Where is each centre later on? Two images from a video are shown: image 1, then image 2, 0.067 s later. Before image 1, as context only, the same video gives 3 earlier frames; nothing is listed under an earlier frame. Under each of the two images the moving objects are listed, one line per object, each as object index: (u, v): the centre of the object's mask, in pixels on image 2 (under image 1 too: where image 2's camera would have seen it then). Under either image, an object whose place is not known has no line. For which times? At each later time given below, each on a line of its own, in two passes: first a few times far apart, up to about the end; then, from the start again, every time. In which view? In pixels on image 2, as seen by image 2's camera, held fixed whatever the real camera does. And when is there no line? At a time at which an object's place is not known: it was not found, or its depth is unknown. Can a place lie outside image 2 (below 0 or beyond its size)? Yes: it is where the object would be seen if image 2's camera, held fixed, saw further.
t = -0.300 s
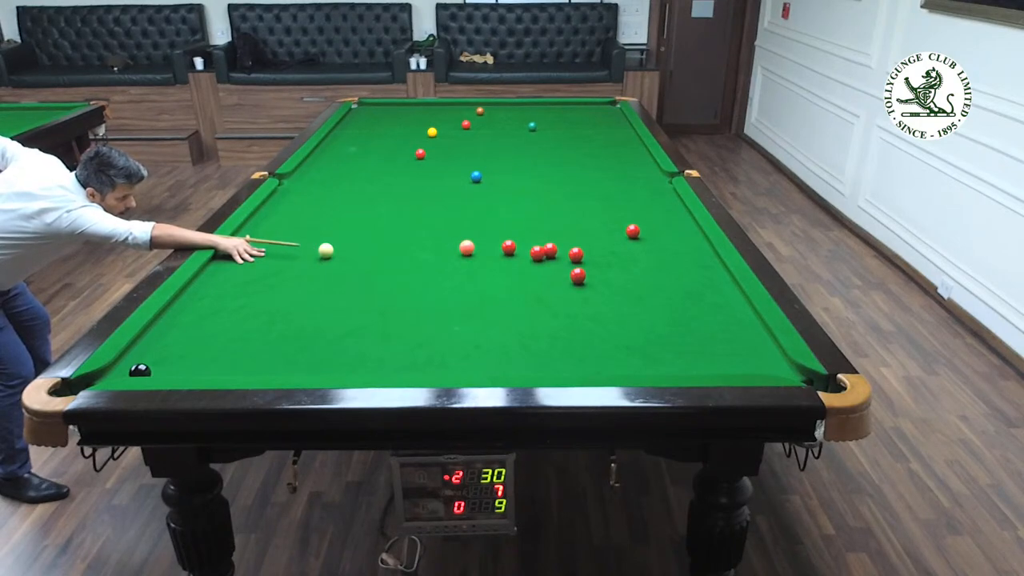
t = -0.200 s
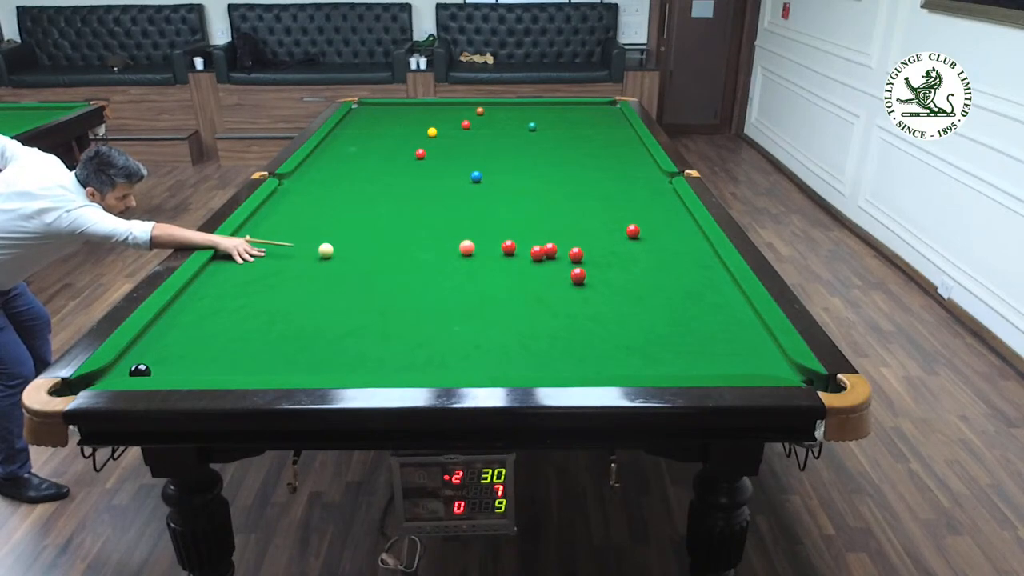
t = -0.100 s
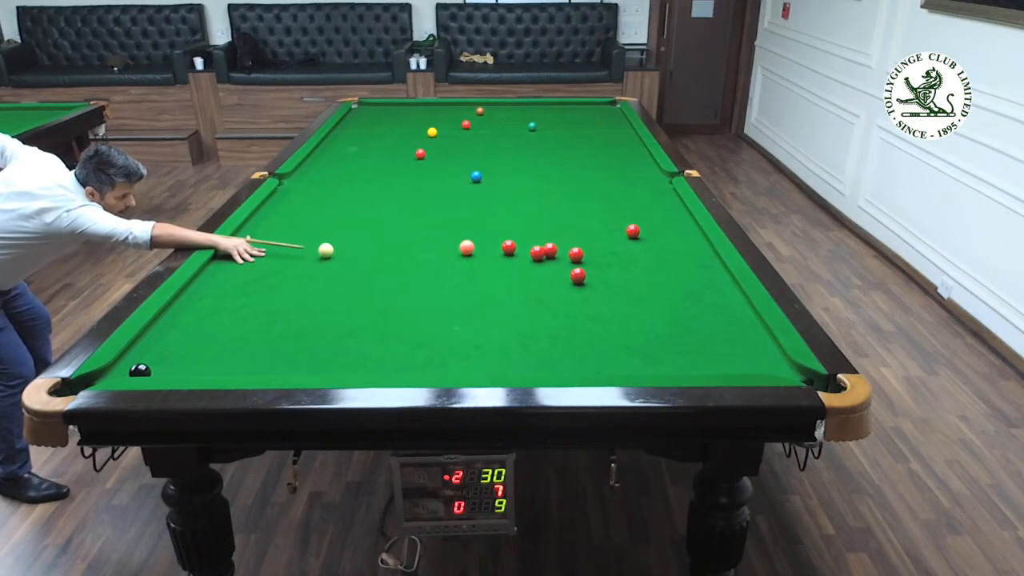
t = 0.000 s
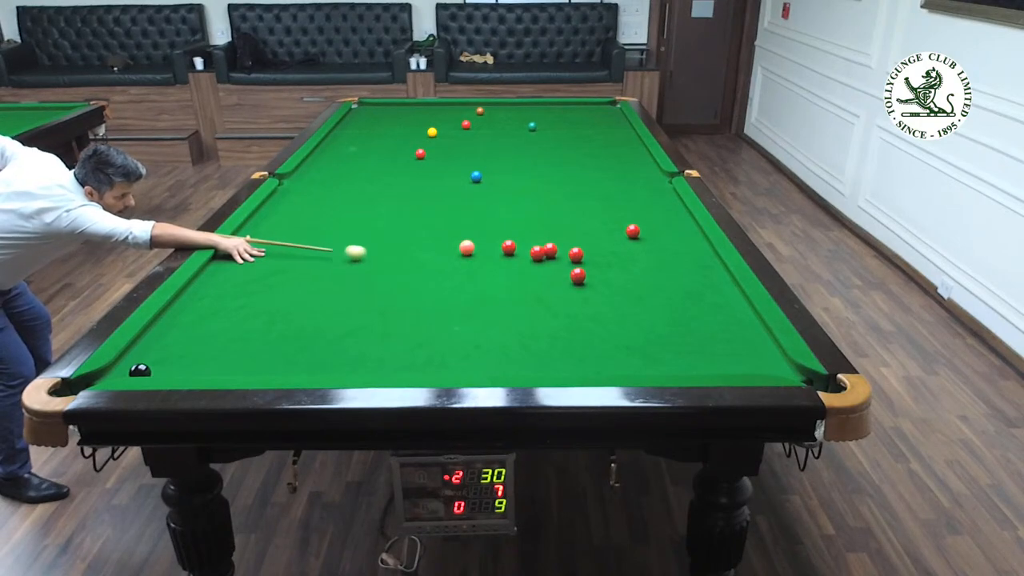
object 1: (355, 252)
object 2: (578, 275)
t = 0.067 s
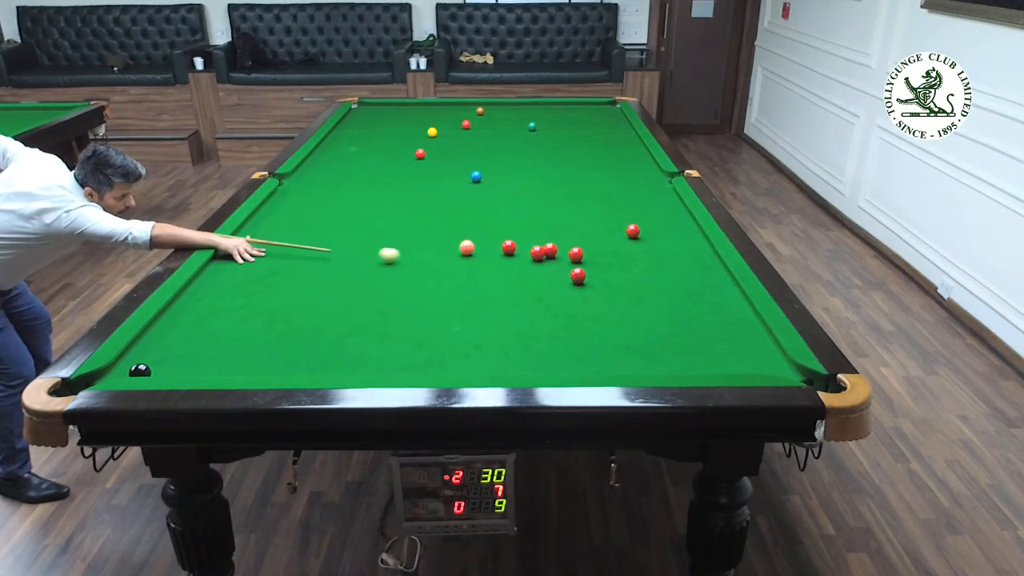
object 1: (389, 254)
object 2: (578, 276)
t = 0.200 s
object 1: (449, 259)
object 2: (578, 275)
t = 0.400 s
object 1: (536, 266)
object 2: (578, 275)
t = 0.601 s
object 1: (605, 263)
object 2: (598, 286)
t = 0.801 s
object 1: (664, 256)
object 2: (625, 301)
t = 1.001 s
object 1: (703, 250)
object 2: (653, 316)
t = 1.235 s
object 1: (653, 246)
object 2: (687, 335)
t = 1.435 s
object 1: (615, 241)
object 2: (718, 352)
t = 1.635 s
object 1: (579, 237)
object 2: (751, 367)
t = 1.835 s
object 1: (546, 233)
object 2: (768, 364)
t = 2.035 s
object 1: (514, 230)
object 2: (775, 356)
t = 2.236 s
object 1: (484, 226)
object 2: (759, 349)
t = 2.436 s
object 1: (456, 223)
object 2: (745, 343)
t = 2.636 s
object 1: (429, 219)
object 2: (732, 337)
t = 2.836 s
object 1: (404, 217)
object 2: (721, 333)
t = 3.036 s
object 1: (380, 214)
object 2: (712, 329)
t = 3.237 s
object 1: (358, 211)
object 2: (704, 325)
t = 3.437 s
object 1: (336, 208)
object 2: (698, 323)
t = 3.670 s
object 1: (314, 205)
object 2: (691, 320)
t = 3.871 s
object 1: (295, 203)
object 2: (688, 318)
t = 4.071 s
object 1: (278, 201)
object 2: (685, 317)
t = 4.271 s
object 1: (276, 199)
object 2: (683, 316)
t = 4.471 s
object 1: (289, 197)
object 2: (683, 316)
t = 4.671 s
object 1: (300, 196)
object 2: (683, 316)
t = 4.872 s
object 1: (311, 195)
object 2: (683, 316)
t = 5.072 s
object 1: (320, 194)
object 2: (683, 316)
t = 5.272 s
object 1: (328, 193)
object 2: (683, 316)
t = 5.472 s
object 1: (335, 192)
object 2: (683, 316)
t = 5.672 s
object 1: (342, 191)
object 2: (683, 316)
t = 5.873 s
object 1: (347, 190)
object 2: (683, 316)
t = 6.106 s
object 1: (353, 189)
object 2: (683, 316)
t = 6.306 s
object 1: (356, 188)
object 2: (684, 315)
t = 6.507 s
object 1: (359, 188)
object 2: (684, 315)
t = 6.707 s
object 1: (361, 187)
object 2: (683, 316)
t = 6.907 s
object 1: (362, 187)
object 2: (683, 316)
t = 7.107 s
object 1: (362, 187)
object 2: (683, 316)
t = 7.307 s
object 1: (362, 187)
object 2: (683, 316)
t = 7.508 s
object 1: (362, 187)
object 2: (684, 316)
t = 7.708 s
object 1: (362, 187)
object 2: (683, 316)
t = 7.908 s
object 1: (362, 187)
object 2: (683, 316)
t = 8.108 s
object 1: (362, 187)
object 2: (683, 316)
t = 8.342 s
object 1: (362, 187)
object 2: (683, 316)
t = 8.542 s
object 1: (362, 187)
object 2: (683, 316)
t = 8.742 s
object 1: (362, 187)
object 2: (683, 316)
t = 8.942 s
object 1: (362, 187)
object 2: (683, 316)
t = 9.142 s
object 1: (362, 187)
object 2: (683, 315)
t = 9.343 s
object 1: (362, 187)
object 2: (683, 315)
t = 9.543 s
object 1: (362, 187)
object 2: (683, 315)
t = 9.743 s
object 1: (362, 187)
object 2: (683, 315)
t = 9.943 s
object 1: (362, 187)
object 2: (683, 315)
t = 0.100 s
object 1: (405, 256)
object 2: (578, 276)
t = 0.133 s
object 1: (420, 257)
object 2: (578, 276)
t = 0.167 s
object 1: (435, 258)
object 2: (578, 275)
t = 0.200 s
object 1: (449, 259)
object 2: (578, 275)
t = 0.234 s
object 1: (463, 261)
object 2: (578, 275)
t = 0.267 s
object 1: (478, 262)
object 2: (578, 275)
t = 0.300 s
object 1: (492, 263)
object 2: (578, 275)
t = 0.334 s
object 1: (507, 264)
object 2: (578, 275)
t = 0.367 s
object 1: (521, 265)
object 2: (578, 275)
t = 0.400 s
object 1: (536, 266)
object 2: (578, 275)
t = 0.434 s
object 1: (551, 268)
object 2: (578, 275)
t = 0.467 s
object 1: (565, 268)
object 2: (578, 276)
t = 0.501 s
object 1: (575, 267)
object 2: (582, 278)
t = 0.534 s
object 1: (586, 265)
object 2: (588, 281)
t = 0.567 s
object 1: (595, 265)
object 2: (593, 284)
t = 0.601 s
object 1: (605, 263)
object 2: (598, 286)
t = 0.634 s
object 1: (615, 262)
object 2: (602, 289)
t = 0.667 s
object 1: (625, 261)
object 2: (607, 292)
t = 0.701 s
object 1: (635, 260)
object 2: (611, 294)
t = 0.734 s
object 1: (644, 259)
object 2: (615, 296)
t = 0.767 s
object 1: (654, 258)
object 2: (620, 299)
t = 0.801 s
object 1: (664, 256)
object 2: (625, 301)
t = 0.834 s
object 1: (673, 255)
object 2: (629, 304)
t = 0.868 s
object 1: (682, 254)
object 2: (634, 306)
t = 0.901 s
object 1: (691, 253)
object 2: (639, 309)
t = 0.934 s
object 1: (700, 252)
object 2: (643, 311)
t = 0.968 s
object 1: (709, 251)
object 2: (648, 314)
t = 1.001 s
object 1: (703, 250)
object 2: (653, 316)
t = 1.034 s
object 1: (694, 250)
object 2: (658, 319)
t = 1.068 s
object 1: (687, 249)
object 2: (663, 322)
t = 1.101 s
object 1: (680, 248)
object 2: (668, 325)
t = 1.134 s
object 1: (673, 248)
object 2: (673, 327)
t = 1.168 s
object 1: (666, 247)
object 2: (677, 330)
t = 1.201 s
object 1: (660, 246)
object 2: (682, 332)
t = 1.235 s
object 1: (653, 246)
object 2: (687, 335)
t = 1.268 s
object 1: (647, 245)
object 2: (692, 338)
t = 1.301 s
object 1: (640, 244)
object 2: (697, 341)
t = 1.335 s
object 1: (634, 243)
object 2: (703, 343)
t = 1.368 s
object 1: (627, 243)
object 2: (708, 346)
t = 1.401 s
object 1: (621, 242)
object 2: (713, 349)
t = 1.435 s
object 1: (615, 241)
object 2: (718, 352)
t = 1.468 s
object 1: (609, 241)
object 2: (723, 355)
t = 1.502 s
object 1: (603, 240)
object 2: (729, 358)
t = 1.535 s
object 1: (597, 239)
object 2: (735, 360)
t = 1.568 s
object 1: (591, 238)
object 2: (740, 363)
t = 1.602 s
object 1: (585, 238)
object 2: (745, 365)
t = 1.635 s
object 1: (579, 237)
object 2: (751, 367)
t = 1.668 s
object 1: (573, 236)
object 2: (757, 368)
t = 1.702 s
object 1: (568, 236)
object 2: (759, 368)
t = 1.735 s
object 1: (562, 235)
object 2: (761, 367)
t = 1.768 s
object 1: (557, 234)
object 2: (764, 366)
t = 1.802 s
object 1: (551, 234)
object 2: (766, 365)
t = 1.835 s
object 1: (546, 233)
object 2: (768, 364)
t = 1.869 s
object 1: (540, 232)
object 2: (771, 363)
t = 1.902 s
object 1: (535, 232)
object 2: (773, 362)
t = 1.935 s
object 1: (530, 232)
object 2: (775, 360)
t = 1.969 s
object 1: (524, 231)
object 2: (777, 359)
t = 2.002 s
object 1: (519, 230)
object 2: (778, 357)
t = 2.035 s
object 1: (514, 230)
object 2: (775, 356)
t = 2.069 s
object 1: (509, 229)
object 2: (772, 355)
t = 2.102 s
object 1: (504, 228)
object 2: (770, 353)
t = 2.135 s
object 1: (499, 228)
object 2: (767, 352)
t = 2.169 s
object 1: (494, 227)
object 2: (764, 351)
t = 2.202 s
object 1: (489, 227)
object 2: (762, 350)
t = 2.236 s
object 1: (484, 226)
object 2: (759, 349)
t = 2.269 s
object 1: (479, 225)
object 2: (757, 348)
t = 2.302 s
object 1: (474, 225)
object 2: (754, 347)
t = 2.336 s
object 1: (469, 224)
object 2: (752, 346)
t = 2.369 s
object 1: (465, 224)
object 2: (750, 345)
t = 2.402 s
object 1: (460, 223)
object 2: (747, 344)
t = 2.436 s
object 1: (456, 223)
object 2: (745, 343)
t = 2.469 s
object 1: (451, 222)
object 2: (743, 342)
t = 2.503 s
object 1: (446, 222)
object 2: (741, 341)
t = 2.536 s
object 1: (442, 221)
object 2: (739, 340)
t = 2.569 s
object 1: (438, 220)
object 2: (736, 339)
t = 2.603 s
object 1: (433, 220)
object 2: (735, 338)
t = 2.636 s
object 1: (429, 219)
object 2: (732, 337)
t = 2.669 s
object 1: (425, 219)
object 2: (731, 337)
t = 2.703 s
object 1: (420, 218)
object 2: (729, 336)
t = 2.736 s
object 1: (416, 218)
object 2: (727, 335)
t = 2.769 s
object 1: (412, 217)
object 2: (725, 334)
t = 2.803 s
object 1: (408, 217)
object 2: (723, 333)
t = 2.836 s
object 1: (404, 217)
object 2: (721, 333)
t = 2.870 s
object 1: (400, 216)
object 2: (720, 332)
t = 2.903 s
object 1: (396, 216)
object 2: (718, 331)
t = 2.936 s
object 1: (392, 215)
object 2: (716, 331)
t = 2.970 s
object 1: (388, 215)
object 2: (715, 330)
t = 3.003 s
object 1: (384, 214)
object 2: (713, 329)
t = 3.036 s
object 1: (380, 214)
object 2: (712, 329)
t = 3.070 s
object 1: (376, 213)
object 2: (710, 328)
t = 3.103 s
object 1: (372, 213)
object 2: (709, 328)
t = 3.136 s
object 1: (368, 212)
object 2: (708, 327)
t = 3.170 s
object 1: (365, 212)
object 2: (706, 326)
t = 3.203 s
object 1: (361, 211)
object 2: (705, 326)
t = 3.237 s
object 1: (358, 211)
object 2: (704, 325)
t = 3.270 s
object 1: (354, 210)
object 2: (703, 325)
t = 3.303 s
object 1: (350, 210)
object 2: (702, 324)
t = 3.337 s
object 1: (347, 210)
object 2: (701, 324)
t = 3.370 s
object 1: (343, 209)
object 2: (700, 323)
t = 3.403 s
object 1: (340, 209)
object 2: (699, 323)
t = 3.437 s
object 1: (336, 208)
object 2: (698, 323)
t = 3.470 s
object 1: (333, 208)
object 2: (697, 322)
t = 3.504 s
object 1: (330, 207)
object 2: (696, 322)
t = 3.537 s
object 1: (327, 207)
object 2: (695, 321)
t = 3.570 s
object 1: (324, 206)
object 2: (694, 321)
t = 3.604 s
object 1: (320, 206)
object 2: (693, 320)
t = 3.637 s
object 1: (317, 206)
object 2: (692, 320)
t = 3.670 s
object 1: (314, 205)
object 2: (691, 320)
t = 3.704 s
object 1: (311, 205)
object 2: (691, 319)
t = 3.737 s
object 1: (308, 205)
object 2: (690, 319)
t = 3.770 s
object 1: (305, 204)
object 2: (689, 319)
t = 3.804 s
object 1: (301, 204)
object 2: (689, 318)
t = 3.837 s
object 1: (299, 204)
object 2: (688, 318)
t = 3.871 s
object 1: (295, 203)
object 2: (688, 318)
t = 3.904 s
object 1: (292, 203)
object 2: (687, 317)
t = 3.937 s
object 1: (289, 202)
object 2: (687, 317)
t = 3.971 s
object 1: (287, 202)
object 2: (686, 317)
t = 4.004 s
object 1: (284, 201)
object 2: (686, 317)
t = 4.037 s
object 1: (281, 201)
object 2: (685, 317)
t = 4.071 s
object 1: (278, 201)
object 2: (685, 317)
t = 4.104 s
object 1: (275, 200)
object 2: (685, 316)
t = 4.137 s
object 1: (273, 200)
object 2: (684, 316)
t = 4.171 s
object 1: (270, 200)
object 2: (684, 316)
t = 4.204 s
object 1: (271, 199)
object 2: (684, 316)
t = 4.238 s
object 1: (274, 199)
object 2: (683, 316)
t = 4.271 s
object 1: (276, 199)
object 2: (683, 316)
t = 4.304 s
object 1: (278, 199)
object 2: (683, 316)
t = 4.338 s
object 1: (280, 199)
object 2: (683, 316)
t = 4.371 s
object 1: (282, 198)
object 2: (683, 316)
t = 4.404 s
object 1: (284, 198)
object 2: (683, 316)
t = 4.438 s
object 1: (286, 198)
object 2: (683, 316)
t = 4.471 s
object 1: (289, 197)
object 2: (683, 316)
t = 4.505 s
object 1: (291, 197)
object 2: (683, 316)
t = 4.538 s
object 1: (293, 197)
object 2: (683, 316)
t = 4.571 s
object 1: (294, 197)
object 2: (683, 316)
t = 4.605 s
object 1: (297, 197)
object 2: (683, 316)
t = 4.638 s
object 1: (298, 196)
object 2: (683, 316)
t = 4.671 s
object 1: (300, 196)
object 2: (683, 316)
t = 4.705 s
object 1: (302, 196)
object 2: (683, 316)
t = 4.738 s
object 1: (304, 196)
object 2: (684, 316)
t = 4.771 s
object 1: (305, 196)
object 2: (683, 316)
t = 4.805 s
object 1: (307, 195)
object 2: (683, 316)
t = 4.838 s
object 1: (309, 195)
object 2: (683, 316)
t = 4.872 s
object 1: (311, 195)
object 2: (683, 316)
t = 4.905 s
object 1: (312, 195)
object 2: (683, 316)
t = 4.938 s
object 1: (314, 195)
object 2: (683, 316)
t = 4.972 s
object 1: (315, 194)
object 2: (683, 316)
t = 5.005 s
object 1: (317, 194)
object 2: (683, 316)
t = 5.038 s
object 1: (318, 194)
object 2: (683, 316)
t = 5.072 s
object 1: (320, 194)
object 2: (683, 316)
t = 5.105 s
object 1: (321, 194)
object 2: (683, 316)
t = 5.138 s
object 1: (323, 193)
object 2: (683, 316)
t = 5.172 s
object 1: (324, 193)
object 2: (683, 316)
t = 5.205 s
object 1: (325, 193)
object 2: (683, 316)
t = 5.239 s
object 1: (326, 193)
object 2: (683, 316)
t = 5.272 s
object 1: (328, 193)
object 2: (683, 316)
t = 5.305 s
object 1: (329, 192)
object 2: (683, 316)
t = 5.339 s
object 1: (330, 192)
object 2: (683, 316)
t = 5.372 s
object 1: (332, 192)
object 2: (683, 316)
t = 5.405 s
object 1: (333, 192)
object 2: (683, 316)
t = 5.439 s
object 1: (334, 192)
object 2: (683, 316)
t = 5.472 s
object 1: (335, 192)
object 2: (683, 316)
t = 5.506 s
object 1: (336, 192)
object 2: (683, 316)
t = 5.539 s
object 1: (337, 191)
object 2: (683, 316)
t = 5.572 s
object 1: (339, 191)
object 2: (683, 316)
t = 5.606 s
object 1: (340, 191)
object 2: (683, 316)
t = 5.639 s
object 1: (341, 191)
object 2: (683, 316)
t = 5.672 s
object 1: (342, 191)
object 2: (683, 316)
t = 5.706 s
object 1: (343, 190)
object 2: (683, 316)
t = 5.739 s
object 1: (344, 190)
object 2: (683, 316)
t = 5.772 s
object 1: (345, 190)
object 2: (683, 316)
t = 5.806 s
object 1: (346, 190)
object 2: (683, 316)
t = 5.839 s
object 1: (346, 190)
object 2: (683, 316)
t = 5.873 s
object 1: (347, 190)
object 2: (683, 316)
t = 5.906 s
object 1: (348, 190)
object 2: (683, 316)
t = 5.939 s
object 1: (349, 190)
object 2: (683, 316)
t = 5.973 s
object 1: (350, 189)
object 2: (683, 315)
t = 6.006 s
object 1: (350, 189)
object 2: (683, 316)
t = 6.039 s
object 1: (351, 189)
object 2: (683, 316)
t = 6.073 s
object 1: (352, 189)
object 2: (683, 316)
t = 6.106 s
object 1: (353, 189)
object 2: (683, 316)
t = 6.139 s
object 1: (353, 189)
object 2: (683, 315)
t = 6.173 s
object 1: (354, 189)
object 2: (683, 316)
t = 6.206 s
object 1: (354, 189)
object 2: (683, 316)
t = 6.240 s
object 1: (355, 188)
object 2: (684, 315)
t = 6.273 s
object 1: (356, 188)
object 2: (683, 316)
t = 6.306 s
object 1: (356, 188)
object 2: (684, 315)
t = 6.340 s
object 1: (357, 188)
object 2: (683, 316)
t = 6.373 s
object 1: (357, 188)
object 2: (684, 315)
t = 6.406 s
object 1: (357, 188)
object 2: (683, 316)
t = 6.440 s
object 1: (358, 188)
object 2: (684, 315)
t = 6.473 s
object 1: (358, 188)
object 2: (683, 316)
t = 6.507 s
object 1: (359, 188)
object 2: (684, 315)
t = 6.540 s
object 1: (359, 188)
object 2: (683, 316)
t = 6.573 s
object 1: (359, 188)
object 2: (684, 315)
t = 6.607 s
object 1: (360, 187)
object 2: (683, 316)
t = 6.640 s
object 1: (360, 187)
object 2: (683, 316)
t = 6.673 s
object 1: (360, 188)
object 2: (683, 316)
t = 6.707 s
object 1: (361, 187)
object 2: (683, 316)
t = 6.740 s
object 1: (361, 188)
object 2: (684, 316)
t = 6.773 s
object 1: (361, 187)
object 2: (683, 316)
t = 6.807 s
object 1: (361, 187)
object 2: (684, 316)
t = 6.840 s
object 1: (362, 187)
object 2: (683, 316)
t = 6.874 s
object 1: (362, 187)
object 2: (683, 316)
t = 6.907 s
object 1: (362, 187)
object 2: (683, 316)
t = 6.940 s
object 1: (362, 187)
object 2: (683, 316)
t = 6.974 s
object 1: (362, 187)
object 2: (683, 316)
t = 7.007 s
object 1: (362, 187)
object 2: (683, 316)
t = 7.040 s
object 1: (362, 187)
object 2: (684, 316)
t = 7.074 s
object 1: (362, 187)
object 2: (684, 315)
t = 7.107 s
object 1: (362, 187)
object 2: (683, 316)
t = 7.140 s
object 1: (362, 187)
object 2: (683, 316)
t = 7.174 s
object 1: (362, 187)
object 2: (683, 316)
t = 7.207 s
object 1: (362, 187)
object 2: (684, 316)
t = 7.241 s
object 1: (362, 187)
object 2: (683, 316)
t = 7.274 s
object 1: (362, 187)
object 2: (684, 316)
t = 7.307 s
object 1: (362, 187)
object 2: (683, 316)
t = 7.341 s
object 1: (362, 187)
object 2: (684, 315)
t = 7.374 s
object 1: (362, 187)
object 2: (683, 316)
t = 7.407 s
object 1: (362, 187)
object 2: (683, 316)
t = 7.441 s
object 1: (362, 187)
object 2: (683, 316)
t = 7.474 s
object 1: (362, 187)
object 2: (683, 316)
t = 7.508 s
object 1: (362, 187)
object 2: (684, 316)
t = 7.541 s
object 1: (362, 187)
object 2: (683, 316)
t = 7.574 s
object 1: (362, 187)
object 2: (683, 316)
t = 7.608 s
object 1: (362, 187)
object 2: (684, 316)
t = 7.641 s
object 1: (362, 187)
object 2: (683, 316)
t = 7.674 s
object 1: (362, 187)
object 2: (683, 316)
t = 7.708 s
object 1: (362, 187)
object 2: (683, 316)
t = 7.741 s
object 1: (362, 187)
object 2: (683, 316)
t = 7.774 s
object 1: (362, 187)
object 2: (683, 316)
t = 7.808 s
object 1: (362, 187)
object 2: (683, 316)
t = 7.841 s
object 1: (362, 187)
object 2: (684, 316)
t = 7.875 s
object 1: (362, 187)
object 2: (683, 316)
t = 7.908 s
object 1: (362, 187)
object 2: (683, 316)
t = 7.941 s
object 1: (362, 187)
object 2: (683, 316)
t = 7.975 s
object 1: (362, 187)
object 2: (684, 316)
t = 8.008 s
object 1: (362, 187)
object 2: (683, 316)
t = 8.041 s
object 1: (362, 187)
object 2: (683, 316)
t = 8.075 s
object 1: (362, 187)
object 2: (683, 316)
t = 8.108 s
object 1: (362, 187)
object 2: (683, 316)
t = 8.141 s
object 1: (362, 187)
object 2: (683, 316)
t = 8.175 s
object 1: (362, 187)
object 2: (684, 316)
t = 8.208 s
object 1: (362, 187)
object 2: (683, 316)
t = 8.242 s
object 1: (362, 187)
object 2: (684, 316)
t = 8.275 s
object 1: (362, 187)
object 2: (683, 316)
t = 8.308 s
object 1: (362, 187)
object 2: (683, 316)
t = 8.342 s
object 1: (362, 187)
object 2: (683, 316)
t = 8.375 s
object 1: (362, 187)
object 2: (684, 316)
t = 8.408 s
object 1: (362, 187)
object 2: (683, 316)
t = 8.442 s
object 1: (362, 187)
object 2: (683, 316)
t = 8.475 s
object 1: (362, 187)
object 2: (683, 316)
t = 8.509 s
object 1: (362, 187)
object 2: (683, 316)
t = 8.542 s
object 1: (362, 187)
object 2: (683, 316)
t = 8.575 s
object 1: (362, 187)
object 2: (683, 316)
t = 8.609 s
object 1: (362, 187)
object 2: (683, 316)
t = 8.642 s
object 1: (362, 187)
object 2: (683, 316)
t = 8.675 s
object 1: (362, 187)
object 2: (683, 316)
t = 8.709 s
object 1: (362, 187)
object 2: (683, 316)
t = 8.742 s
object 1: (362, 187)
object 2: (683, 316)
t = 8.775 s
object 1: (362, 187)
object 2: (683, 315)
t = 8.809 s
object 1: (362, 187)
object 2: (683, 316)
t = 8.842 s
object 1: (362, 187)
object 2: (683, 315)
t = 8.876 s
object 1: (362, 187)
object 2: (683, 316)
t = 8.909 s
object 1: (362, 187)
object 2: (683, 316)
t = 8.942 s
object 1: (362, 187)
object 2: (683, 316)
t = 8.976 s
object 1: (362, 187)
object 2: (683, 315)
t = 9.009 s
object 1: (362, 187)
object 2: (683, 316)
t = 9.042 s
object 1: (362, 187)
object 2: (683, 316)
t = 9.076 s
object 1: (362, 187)
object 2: (683, 315)
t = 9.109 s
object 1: (362, 187)
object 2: (683, 316)
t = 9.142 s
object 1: (362, 187)
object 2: (683, 315)
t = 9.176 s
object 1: (362, 187)
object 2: (683, 316)
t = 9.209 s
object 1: (362, 187)
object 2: (683, 315)
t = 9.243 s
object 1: (362, 187)
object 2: (683, 316)
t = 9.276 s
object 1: (362, 187)
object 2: (684, 315)
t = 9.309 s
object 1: (362, 187)
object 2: (683, 316)
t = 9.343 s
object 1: (362, 187)
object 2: (683, 315)
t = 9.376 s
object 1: (362, 187)
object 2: (683, 316)
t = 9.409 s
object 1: (362, 187)
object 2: (683, 315)
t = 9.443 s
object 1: (362, 187)
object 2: (683, 316)
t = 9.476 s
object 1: (362, 187)
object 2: (683, 315)
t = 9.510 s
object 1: (362, 187)
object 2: (683, 316)
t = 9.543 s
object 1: (362, 187)
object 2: (683, 315)
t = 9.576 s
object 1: (362, 187)
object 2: (683, 316)
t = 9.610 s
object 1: (362, 187)
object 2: (683, 315)
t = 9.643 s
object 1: (362, 187)
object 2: (683, 316)
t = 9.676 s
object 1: (362, 187)
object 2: (683, 315)
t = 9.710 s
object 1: (362, 187)
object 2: (683, 316)
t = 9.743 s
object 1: (362, 187)
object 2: (683, 315)
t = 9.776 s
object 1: (362, 187)
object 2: (683, 316)
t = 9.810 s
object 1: (362, 187)
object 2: (683, 315)
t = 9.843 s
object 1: (362, 187)
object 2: (683, 316)
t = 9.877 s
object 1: (362, 187)
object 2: (683, 315)
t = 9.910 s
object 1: (362, 187)
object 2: (683, 316)
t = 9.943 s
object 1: (362, 187)
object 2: (683, 315)
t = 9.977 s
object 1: (362, 187)
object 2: (683, 316)
